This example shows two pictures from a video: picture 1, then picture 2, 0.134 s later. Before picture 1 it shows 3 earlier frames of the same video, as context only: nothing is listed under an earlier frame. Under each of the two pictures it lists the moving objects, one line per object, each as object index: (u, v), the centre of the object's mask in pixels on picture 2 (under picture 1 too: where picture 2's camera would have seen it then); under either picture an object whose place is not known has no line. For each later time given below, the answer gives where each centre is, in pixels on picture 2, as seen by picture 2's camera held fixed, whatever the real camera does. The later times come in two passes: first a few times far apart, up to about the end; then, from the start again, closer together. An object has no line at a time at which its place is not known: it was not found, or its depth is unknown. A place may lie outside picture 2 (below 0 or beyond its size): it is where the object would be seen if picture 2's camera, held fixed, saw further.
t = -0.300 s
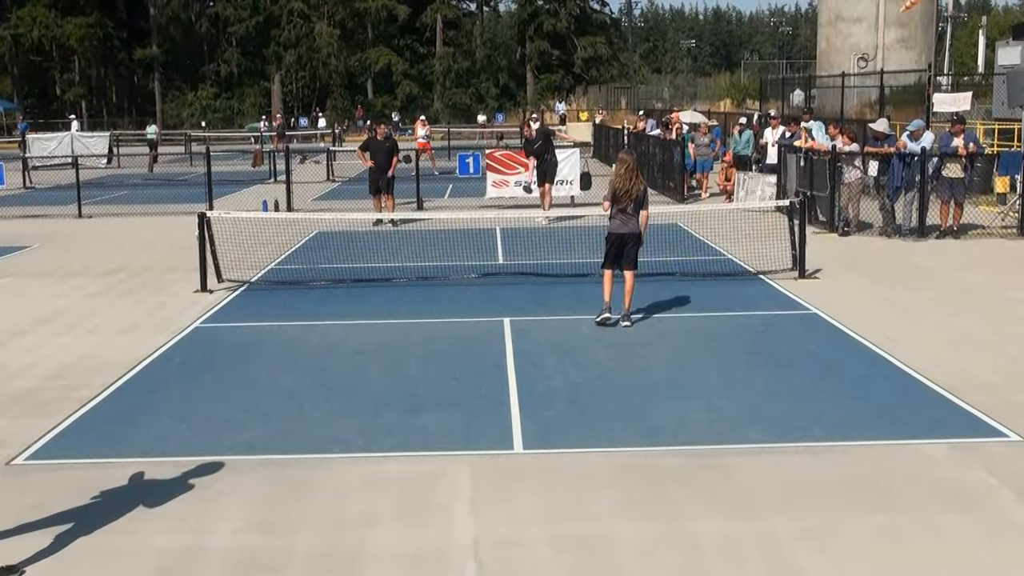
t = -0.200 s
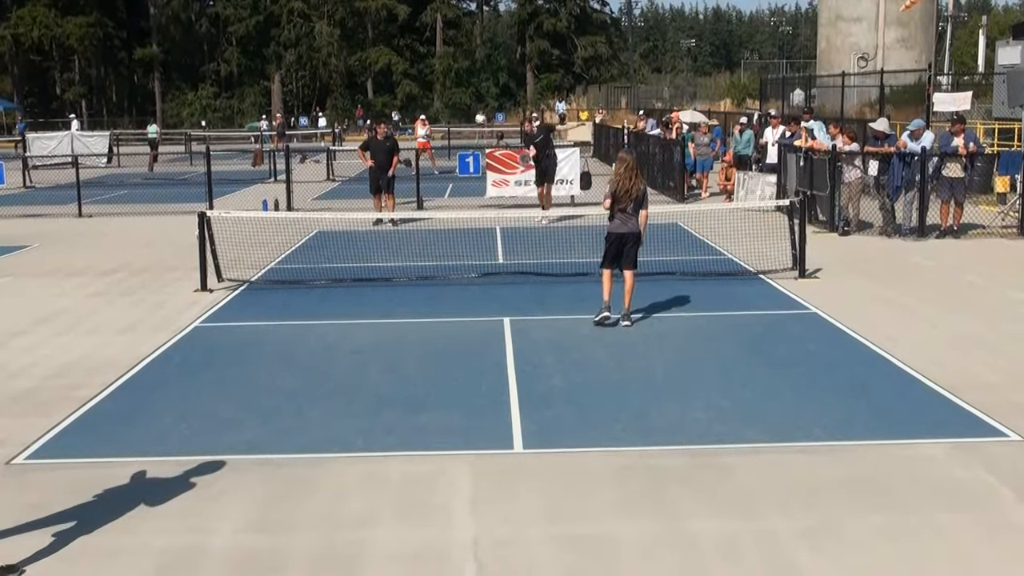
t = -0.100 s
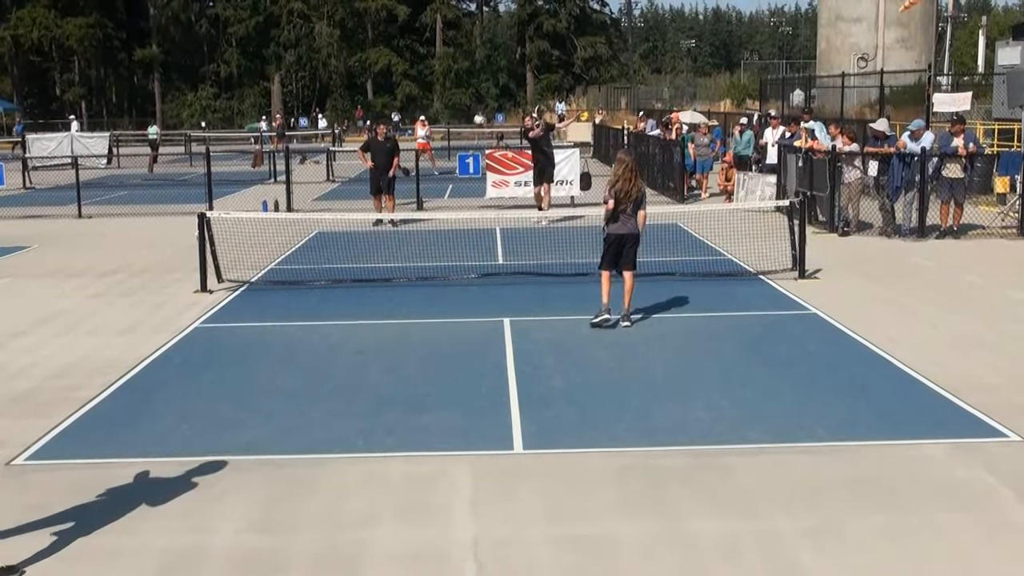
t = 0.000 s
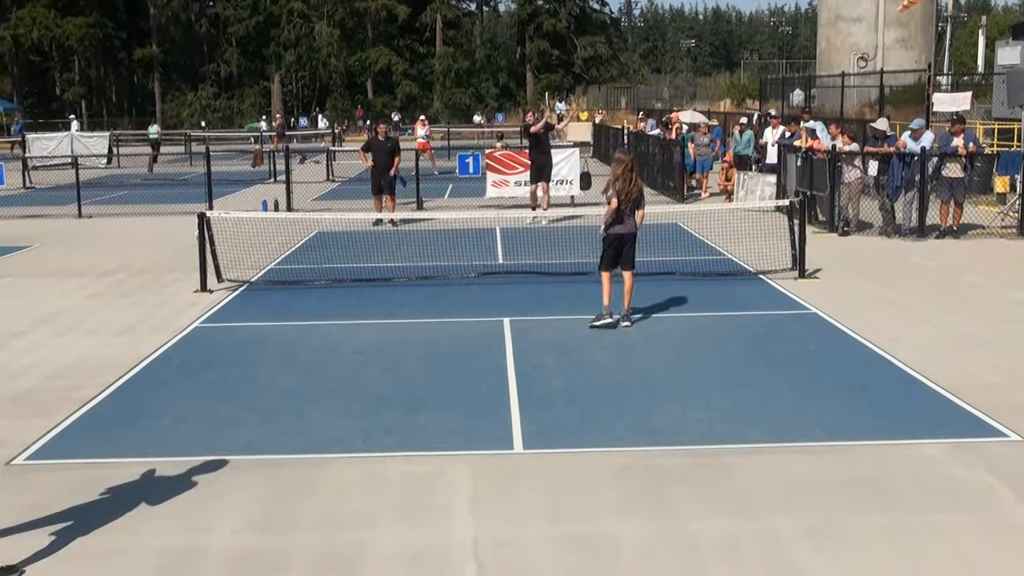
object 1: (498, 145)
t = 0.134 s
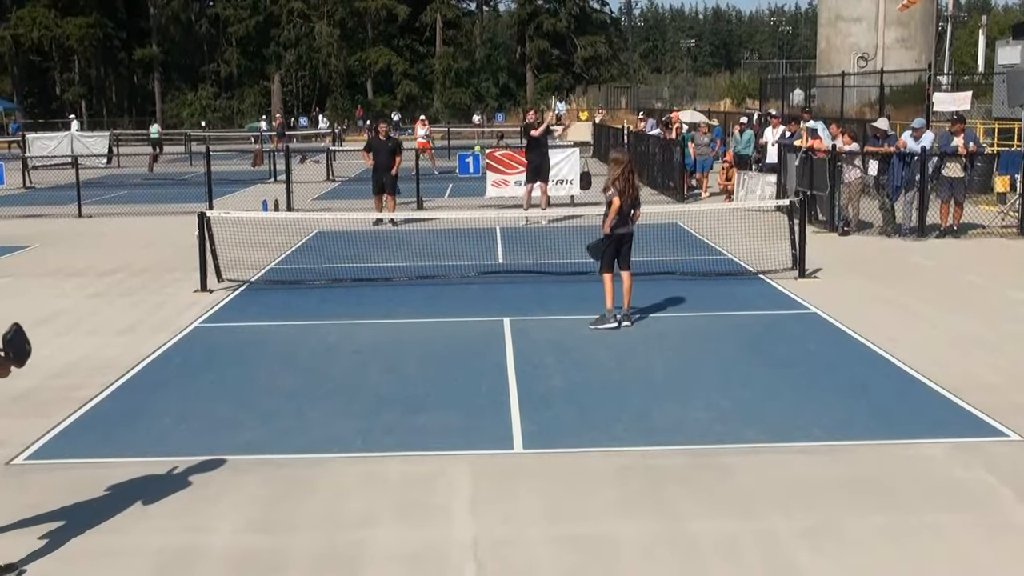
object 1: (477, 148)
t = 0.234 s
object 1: (457, 166)
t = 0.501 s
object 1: (384, 290)
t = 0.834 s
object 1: (277, 310)
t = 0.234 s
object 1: (457, 166)
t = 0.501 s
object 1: (384, 290)
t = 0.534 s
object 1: (372, 316)
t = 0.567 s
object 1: (359, 345)
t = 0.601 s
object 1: (347, 365)
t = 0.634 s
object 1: (339, 352)
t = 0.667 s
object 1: (330, 341)
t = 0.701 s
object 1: (320, 332)
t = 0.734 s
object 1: (311, 324)
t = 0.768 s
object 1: (300, 317)
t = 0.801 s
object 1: (289, 312)
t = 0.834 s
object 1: (277, 310)
